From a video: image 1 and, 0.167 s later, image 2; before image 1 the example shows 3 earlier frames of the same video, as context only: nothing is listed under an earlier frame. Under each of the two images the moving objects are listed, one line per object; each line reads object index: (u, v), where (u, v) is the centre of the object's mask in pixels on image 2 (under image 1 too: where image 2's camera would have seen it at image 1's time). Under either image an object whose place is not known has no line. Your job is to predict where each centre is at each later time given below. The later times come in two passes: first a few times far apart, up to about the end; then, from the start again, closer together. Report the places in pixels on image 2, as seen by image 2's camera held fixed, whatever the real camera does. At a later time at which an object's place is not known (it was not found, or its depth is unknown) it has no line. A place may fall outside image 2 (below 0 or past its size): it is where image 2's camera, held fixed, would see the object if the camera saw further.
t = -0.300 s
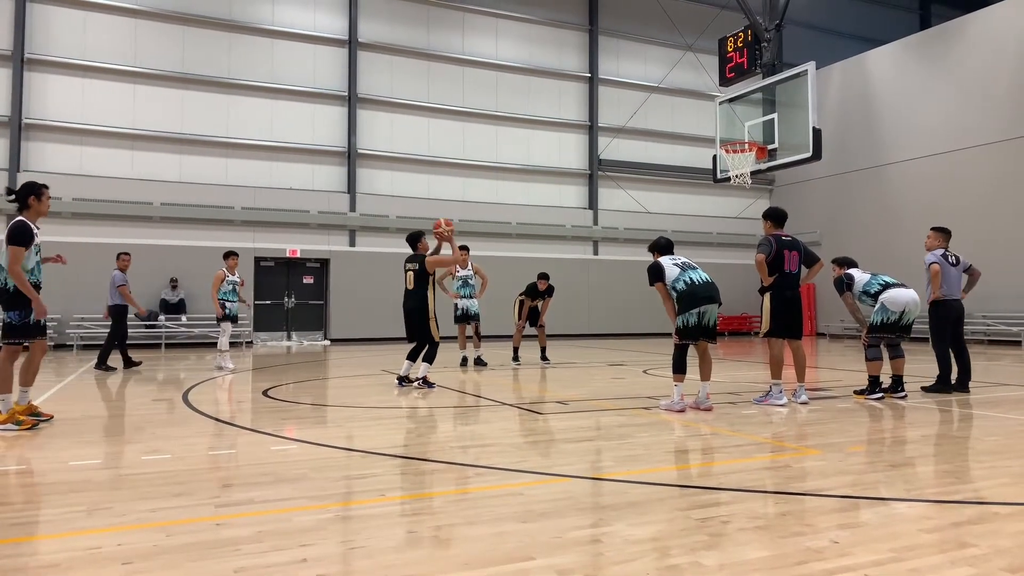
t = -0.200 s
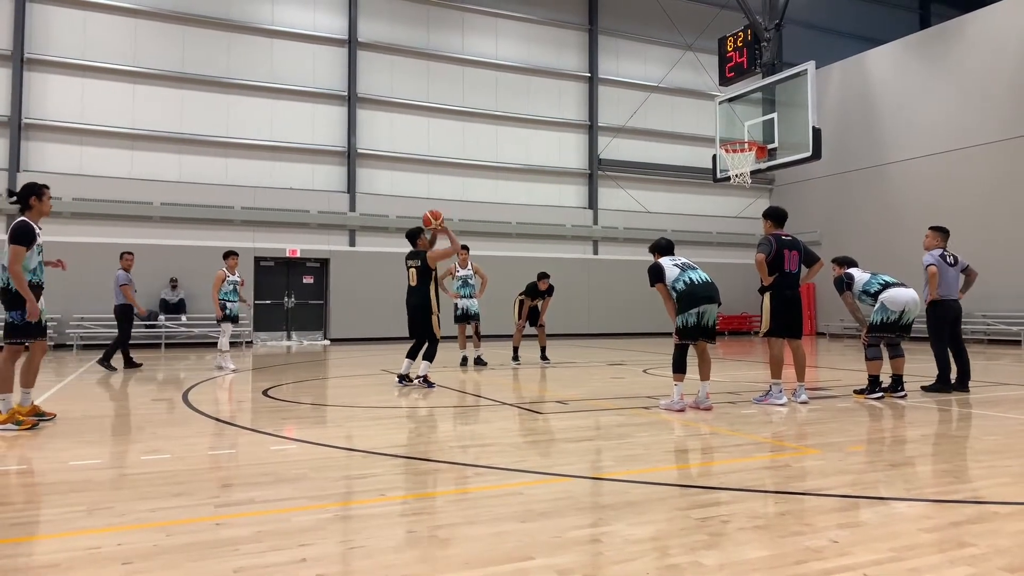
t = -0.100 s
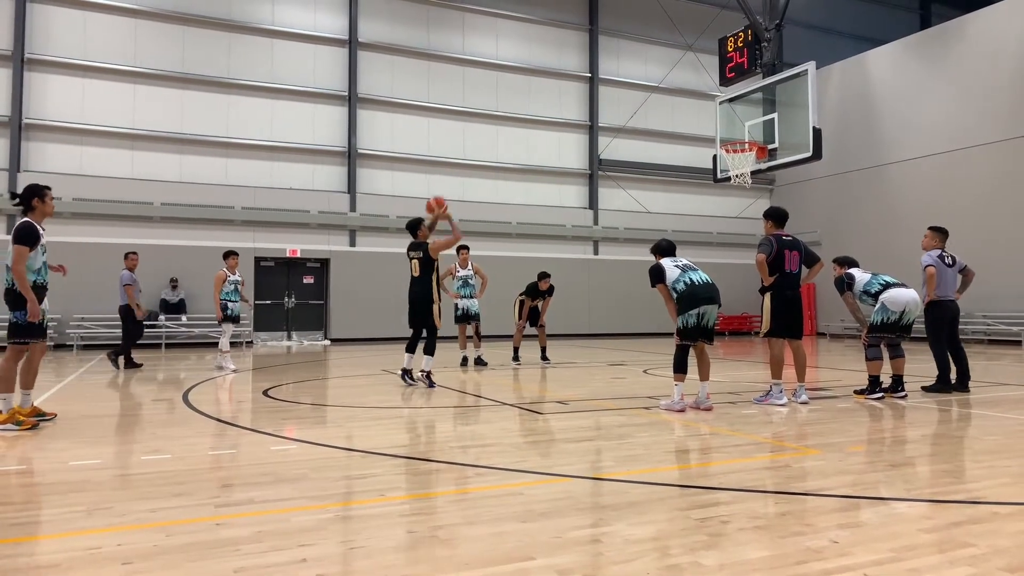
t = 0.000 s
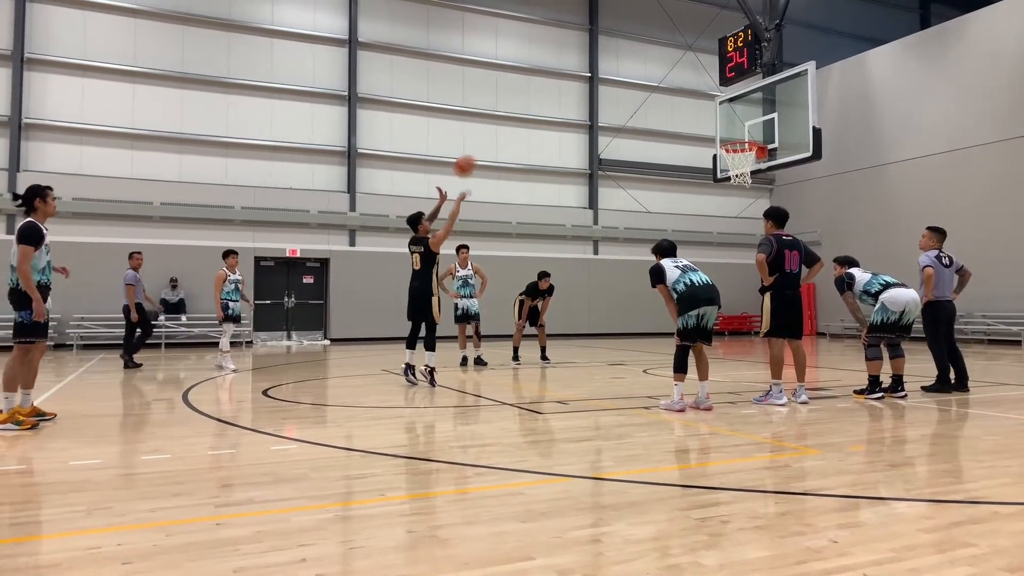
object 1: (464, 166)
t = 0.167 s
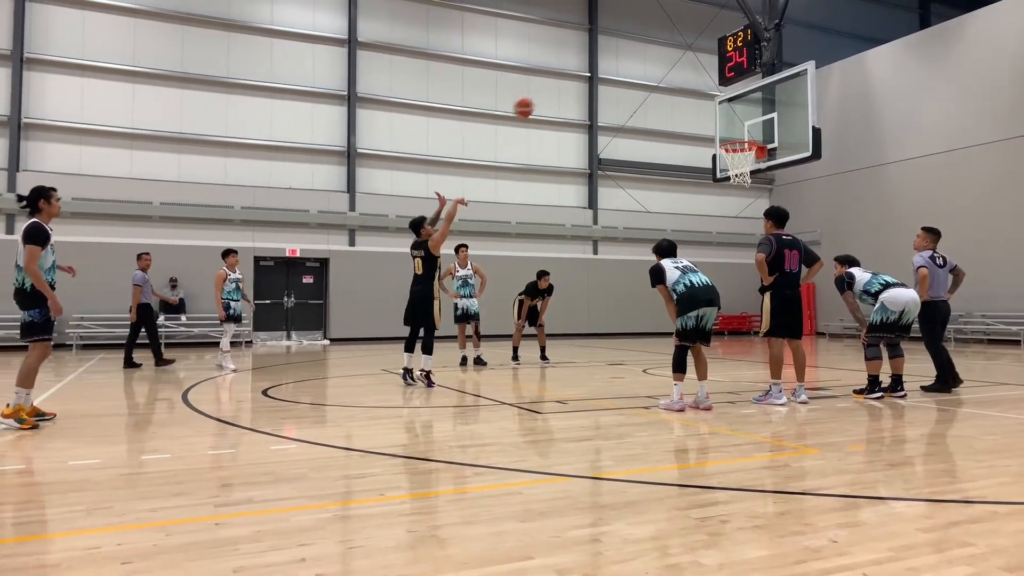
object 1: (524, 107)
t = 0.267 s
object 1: (556, 85)
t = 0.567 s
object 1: (644, 71)
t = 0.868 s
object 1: (721, 122)
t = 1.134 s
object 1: (740, 158)
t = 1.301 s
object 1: (732, 160)
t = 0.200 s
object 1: (534, 99)
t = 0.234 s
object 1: (545, 92)
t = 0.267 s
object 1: (556, 85)
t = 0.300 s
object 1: (566, 80)
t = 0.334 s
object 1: (576, 76)
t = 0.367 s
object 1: (588, 72)
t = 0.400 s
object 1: (597, 69)
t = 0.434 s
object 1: (607, 69)
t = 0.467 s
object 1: (616, 68)
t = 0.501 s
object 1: (625, 68)
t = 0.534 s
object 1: (634, 69)
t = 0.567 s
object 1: (644, 71)
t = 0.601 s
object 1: (653, 73)
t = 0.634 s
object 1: (661, 77)
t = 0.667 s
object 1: (670, 81)
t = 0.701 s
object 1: (679, 86)
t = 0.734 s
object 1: (688, 92)
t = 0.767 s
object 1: (696, 99)
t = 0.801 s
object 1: (704, 106)
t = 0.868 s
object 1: (721, 122)
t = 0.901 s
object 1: (729, 131)
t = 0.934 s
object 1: (735, 137)
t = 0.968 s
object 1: (741, 150)
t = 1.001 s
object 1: (742, 156)
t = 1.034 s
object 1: (744, 160)
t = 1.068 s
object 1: (743, 161)
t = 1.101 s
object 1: (742, 160)
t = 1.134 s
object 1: (740, 158)
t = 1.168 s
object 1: (738, 157)
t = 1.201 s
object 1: (736, 157)
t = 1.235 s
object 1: (735, 157)
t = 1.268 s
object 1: (734, 159)
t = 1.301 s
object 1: (732, 160)
